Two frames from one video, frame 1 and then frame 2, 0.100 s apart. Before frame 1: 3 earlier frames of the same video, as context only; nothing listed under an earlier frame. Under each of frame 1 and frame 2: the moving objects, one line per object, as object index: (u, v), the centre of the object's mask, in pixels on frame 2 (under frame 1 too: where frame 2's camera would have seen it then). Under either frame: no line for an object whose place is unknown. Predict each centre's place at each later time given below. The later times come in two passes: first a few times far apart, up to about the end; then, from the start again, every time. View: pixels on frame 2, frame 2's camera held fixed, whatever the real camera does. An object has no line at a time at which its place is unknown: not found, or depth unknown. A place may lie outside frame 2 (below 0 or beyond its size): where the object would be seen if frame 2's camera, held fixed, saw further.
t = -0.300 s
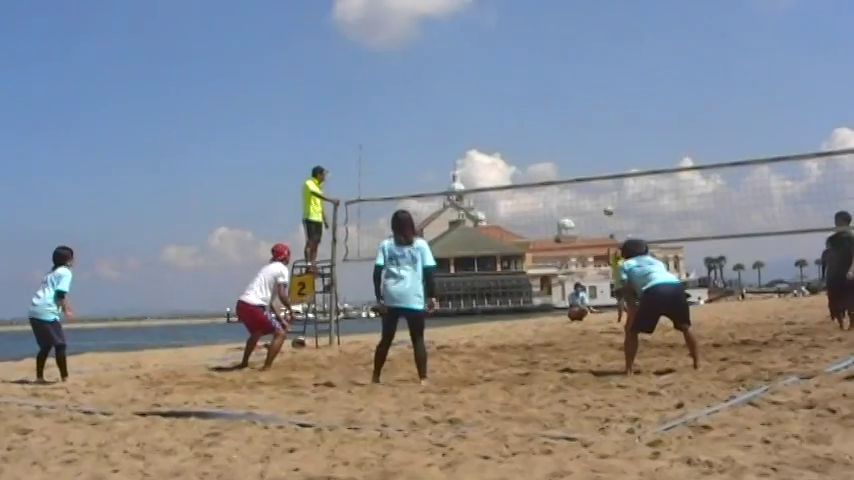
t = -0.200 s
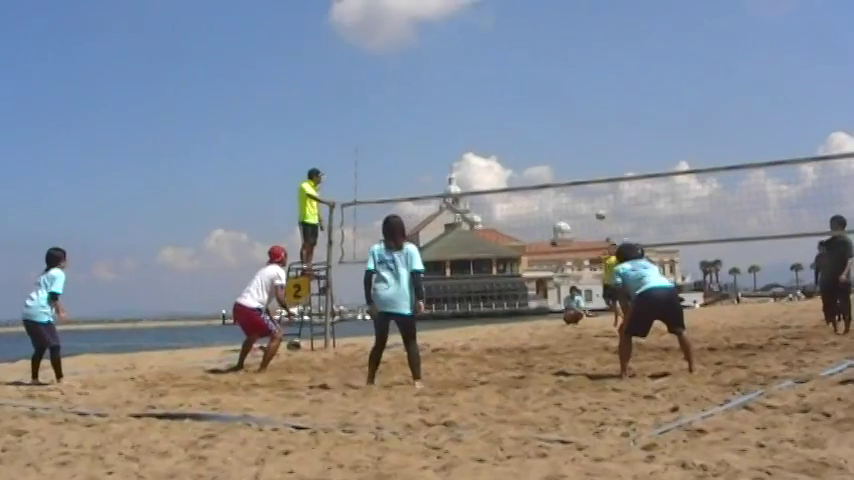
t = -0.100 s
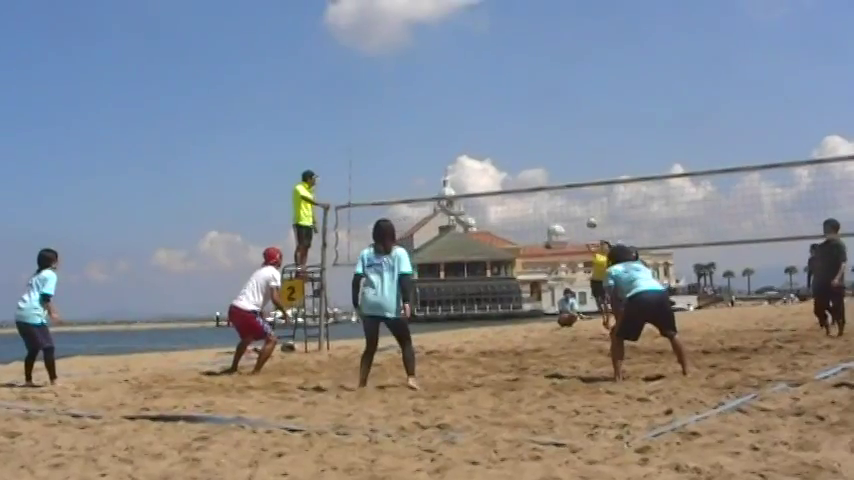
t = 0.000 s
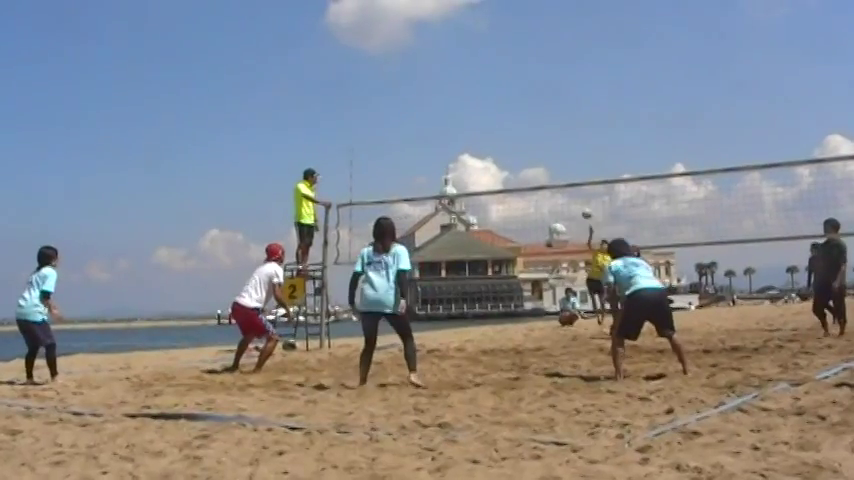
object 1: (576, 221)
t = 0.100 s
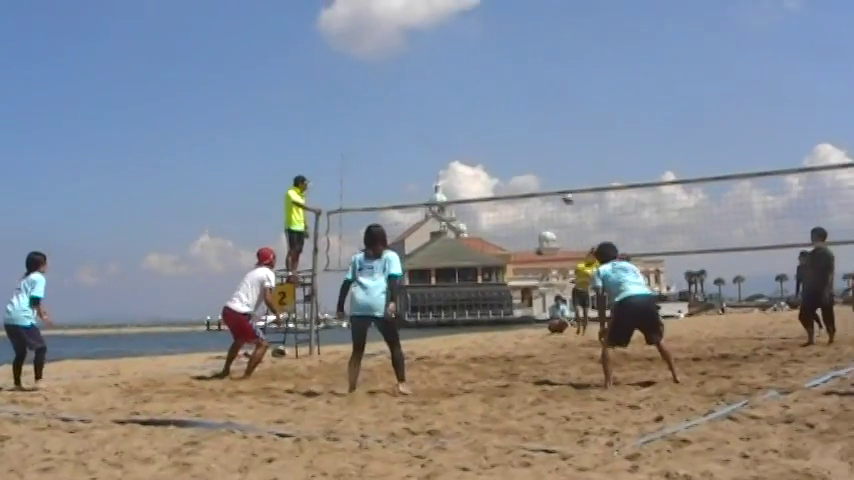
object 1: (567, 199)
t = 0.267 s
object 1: (553, 168)
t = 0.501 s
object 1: (529, 146)
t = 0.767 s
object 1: (490, 176)
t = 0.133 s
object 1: (565, 191)
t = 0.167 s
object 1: (562, 185)
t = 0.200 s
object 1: (559, 179)
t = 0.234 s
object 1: (556, 173)
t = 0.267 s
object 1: (553, 168)
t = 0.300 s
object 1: (551, 164)
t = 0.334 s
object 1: (548, 160)
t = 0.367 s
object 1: (545, 156)
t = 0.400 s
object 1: (541, 153)
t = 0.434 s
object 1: (537, 150)
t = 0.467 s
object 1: (533, 148)
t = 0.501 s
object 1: (529, 146)
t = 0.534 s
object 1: (525, 146)
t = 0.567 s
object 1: (521, 146)
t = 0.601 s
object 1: (516, 148)
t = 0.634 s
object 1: (512, 151)
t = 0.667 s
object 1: (506, 155)
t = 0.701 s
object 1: (501, 161)
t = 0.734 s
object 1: (496, 168)
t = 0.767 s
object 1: (490, 176)
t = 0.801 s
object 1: (485, 187)
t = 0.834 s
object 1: (478, 200)
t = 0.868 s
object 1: (472, 214)
